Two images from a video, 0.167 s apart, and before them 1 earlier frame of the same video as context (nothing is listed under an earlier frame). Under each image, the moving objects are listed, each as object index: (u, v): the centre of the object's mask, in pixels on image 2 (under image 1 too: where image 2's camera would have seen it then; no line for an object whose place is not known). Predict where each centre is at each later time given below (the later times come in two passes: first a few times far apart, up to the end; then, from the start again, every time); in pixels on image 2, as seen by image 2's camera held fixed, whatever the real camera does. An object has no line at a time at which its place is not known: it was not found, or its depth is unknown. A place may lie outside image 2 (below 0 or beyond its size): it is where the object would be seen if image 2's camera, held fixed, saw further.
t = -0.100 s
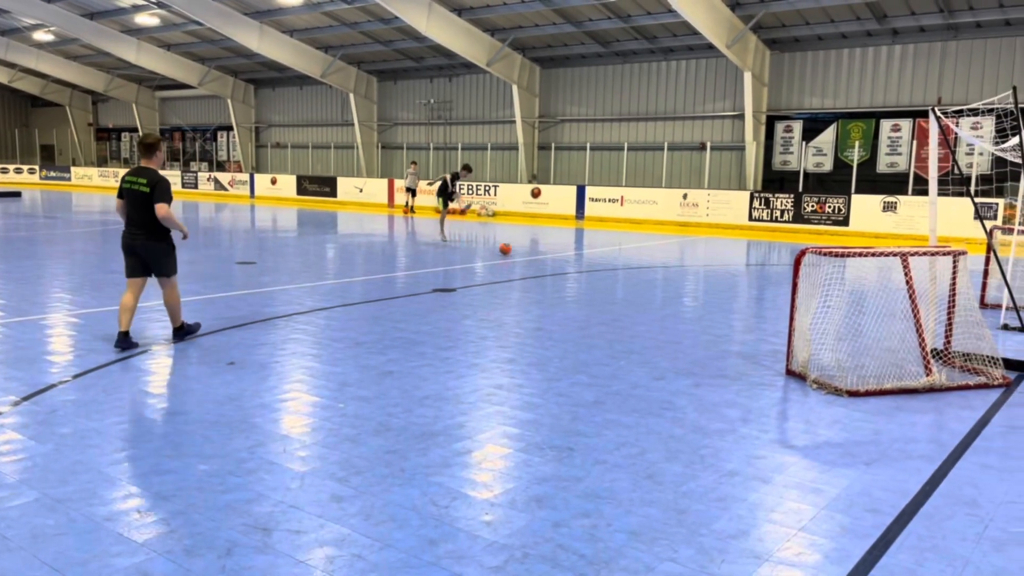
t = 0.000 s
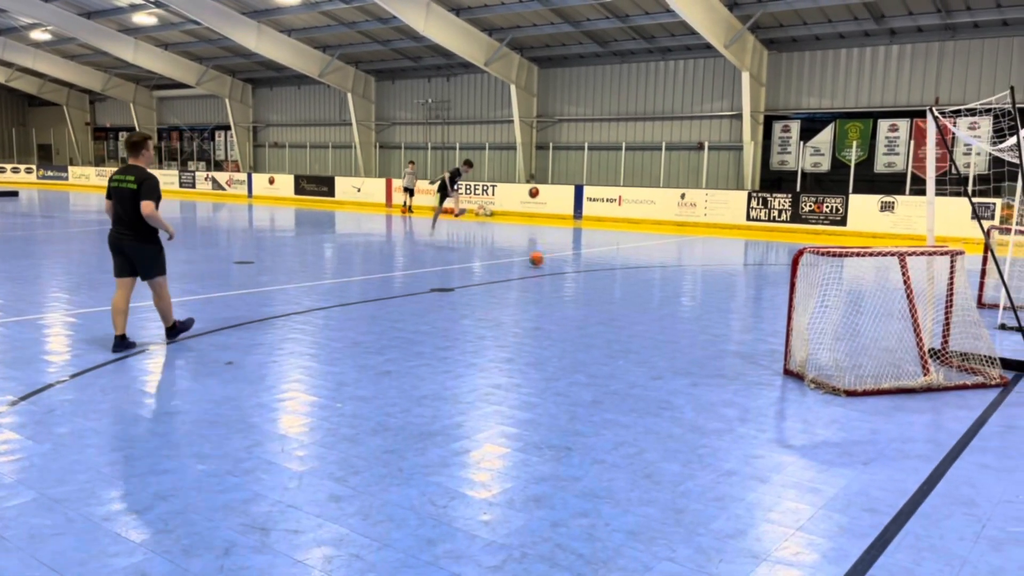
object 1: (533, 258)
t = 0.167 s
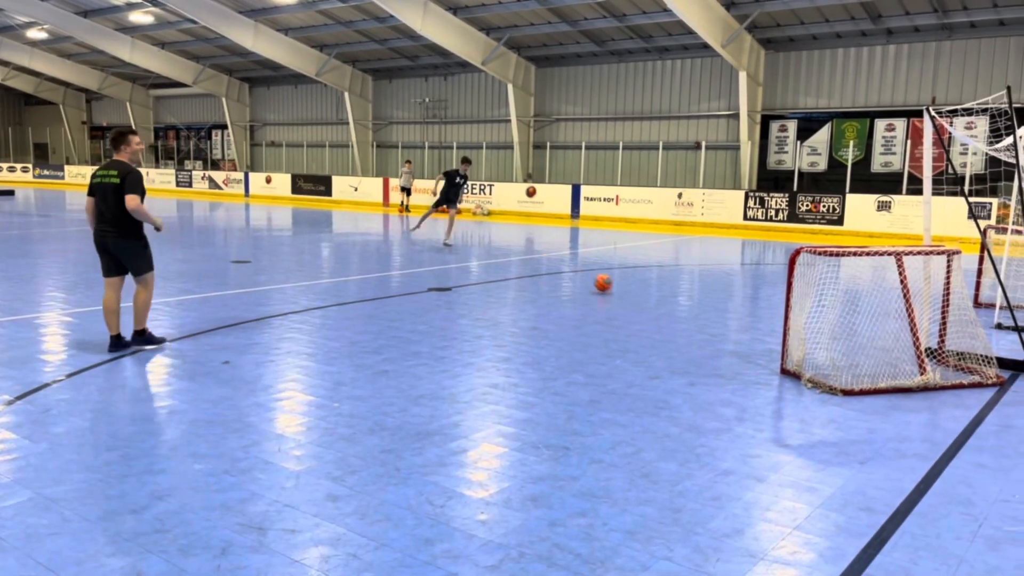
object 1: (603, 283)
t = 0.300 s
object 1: (680, 312)
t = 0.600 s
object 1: (883, 352)
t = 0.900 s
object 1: (895, 360)
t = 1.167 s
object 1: (896, 369)
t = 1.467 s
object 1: (893, 371)
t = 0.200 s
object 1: (621, 289)
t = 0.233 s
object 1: (639, 297)
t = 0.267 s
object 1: (659, 305)
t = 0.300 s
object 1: (680, 312)
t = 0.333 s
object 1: (704, 319)
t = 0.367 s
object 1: (729, 328)
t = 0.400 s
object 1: (757, 341)
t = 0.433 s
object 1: (778, 349)
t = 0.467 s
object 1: (821, 361)
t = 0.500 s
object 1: (854, 371)
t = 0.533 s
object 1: (865, 367)
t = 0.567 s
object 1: (874, 358)
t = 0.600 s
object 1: (883, 352)
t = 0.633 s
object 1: (891, 346)
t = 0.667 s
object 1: (898, 343)
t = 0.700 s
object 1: (905, 341)
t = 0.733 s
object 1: (911, 342)
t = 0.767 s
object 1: (911, 343)
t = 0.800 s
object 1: (906, 346)
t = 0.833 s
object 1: (902, 349)
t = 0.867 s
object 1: (898, 354)
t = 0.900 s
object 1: (895, 360)
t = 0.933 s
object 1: (893, 367)
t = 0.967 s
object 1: (891, 372)
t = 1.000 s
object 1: (893, 368)
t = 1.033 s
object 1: (894, 367)
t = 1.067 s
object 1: (895, 367)
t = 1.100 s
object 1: (895, 368)
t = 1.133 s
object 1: (896, 371)
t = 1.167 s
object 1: (896, 369)
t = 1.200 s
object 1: (896, 369)
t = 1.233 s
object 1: (896, 369)
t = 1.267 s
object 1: (896, 370)
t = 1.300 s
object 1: (896, 369)
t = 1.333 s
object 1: (896, 370)
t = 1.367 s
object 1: (896, 370)
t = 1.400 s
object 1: (895, 370)
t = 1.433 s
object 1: (894, 371)
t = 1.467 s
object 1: (893, 371)
